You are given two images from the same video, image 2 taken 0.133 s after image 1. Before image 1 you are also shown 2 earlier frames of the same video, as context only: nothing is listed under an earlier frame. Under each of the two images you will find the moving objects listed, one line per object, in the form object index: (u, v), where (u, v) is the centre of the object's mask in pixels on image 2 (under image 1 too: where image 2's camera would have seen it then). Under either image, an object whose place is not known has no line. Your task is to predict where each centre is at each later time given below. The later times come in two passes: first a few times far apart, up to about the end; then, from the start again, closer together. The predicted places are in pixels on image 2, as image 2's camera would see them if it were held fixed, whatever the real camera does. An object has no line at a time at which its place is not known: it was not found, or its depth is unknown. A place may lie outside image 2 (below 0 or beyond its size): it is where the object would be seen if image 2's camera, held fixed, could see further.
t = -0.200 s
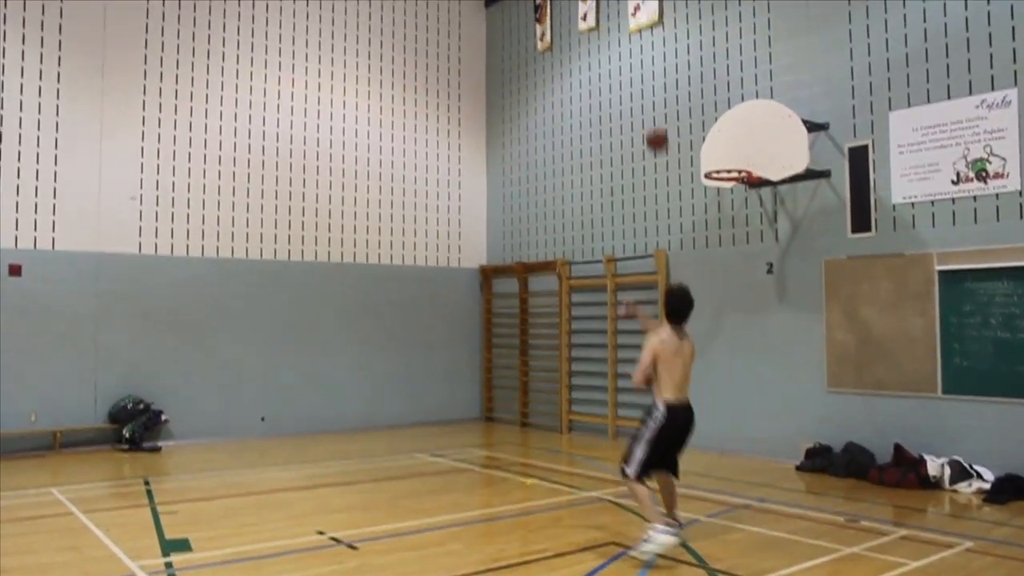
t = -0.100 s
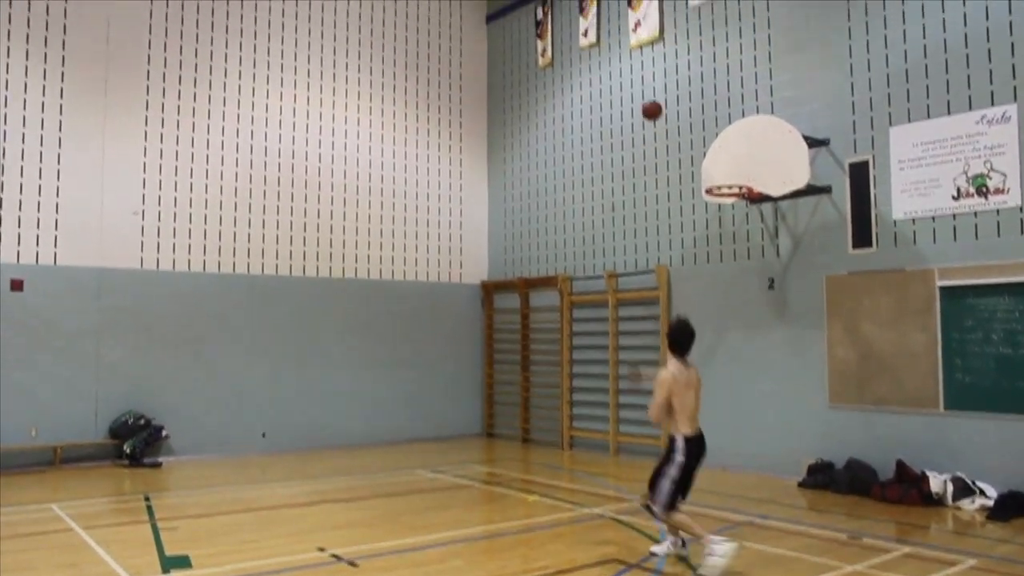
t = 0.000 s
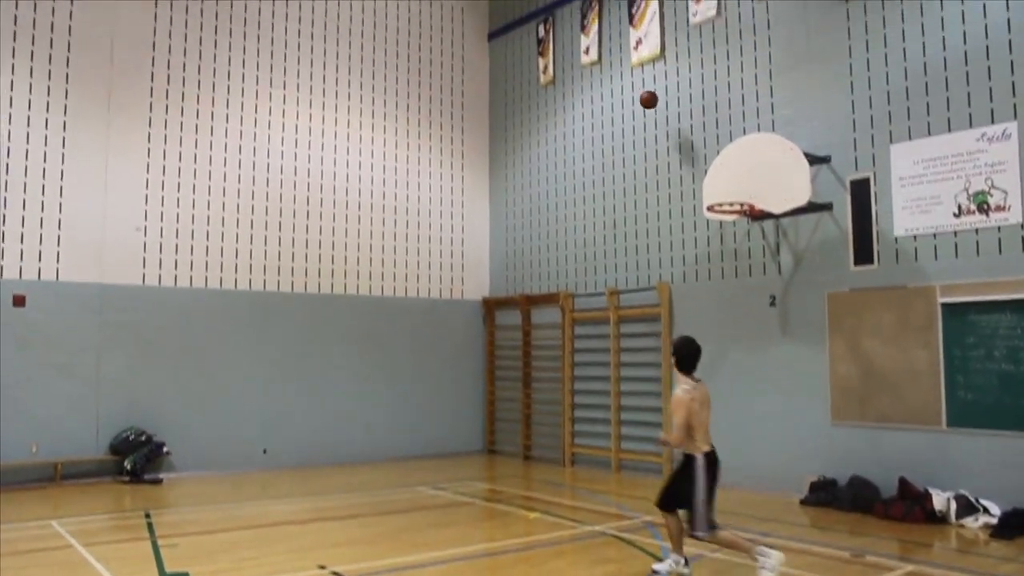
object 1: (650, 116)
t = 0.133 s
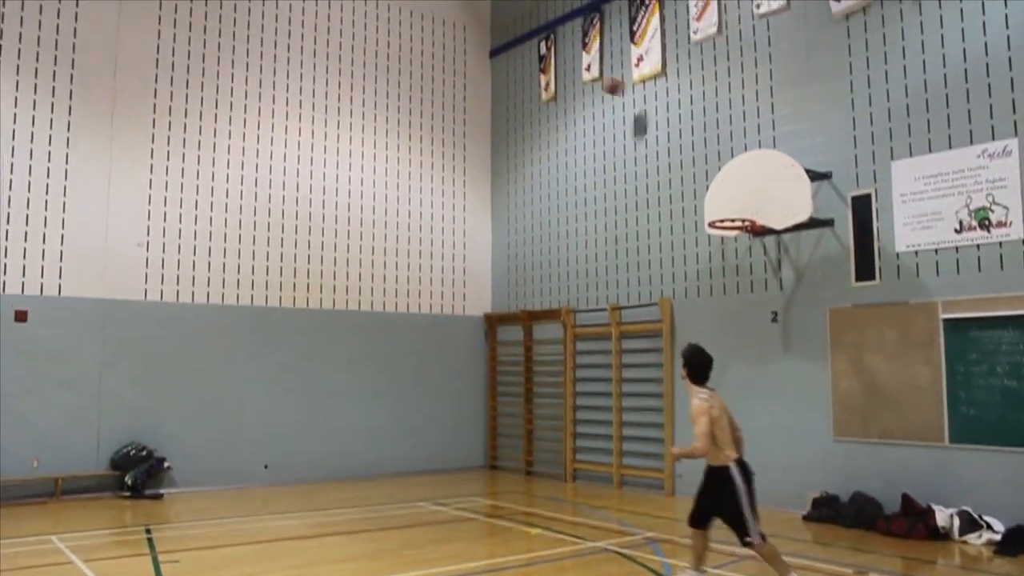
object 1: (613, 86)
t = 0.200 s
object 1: (578, 71)
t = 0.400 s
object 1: (480, 46)
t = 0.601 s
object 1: (384, 49)
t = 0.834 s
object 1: (275, 88)
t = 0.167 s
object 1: (596, 79)
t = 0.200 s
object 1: (578, 71)
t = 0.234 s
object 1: (563, 64)
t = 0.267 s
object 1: (545, 60)
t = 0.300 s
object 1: (528, 54)
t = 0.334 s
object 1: (513, 51)
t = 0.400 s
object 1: (480, 46)
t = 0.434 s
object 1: (464, 44)
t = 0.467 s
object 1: (448, 44)
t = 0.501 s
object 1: (433, 44)
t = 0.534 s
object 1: (416, 45)
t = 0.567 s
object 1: (399, 47)
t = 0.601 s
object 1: (384, 49)
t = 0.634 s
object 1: (369, 52)
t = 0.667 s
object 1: (353, 56)
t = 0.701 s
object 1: (337, 61)
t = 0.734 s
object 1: (322, 66)
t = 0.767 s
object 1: (306, 73)
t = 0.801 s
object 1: (290, 80)
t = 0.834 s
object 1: (275, 88)
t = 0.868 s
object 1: (260, 97)
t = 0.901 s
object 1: (244, 106)
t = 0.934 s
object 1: (229, 116)
